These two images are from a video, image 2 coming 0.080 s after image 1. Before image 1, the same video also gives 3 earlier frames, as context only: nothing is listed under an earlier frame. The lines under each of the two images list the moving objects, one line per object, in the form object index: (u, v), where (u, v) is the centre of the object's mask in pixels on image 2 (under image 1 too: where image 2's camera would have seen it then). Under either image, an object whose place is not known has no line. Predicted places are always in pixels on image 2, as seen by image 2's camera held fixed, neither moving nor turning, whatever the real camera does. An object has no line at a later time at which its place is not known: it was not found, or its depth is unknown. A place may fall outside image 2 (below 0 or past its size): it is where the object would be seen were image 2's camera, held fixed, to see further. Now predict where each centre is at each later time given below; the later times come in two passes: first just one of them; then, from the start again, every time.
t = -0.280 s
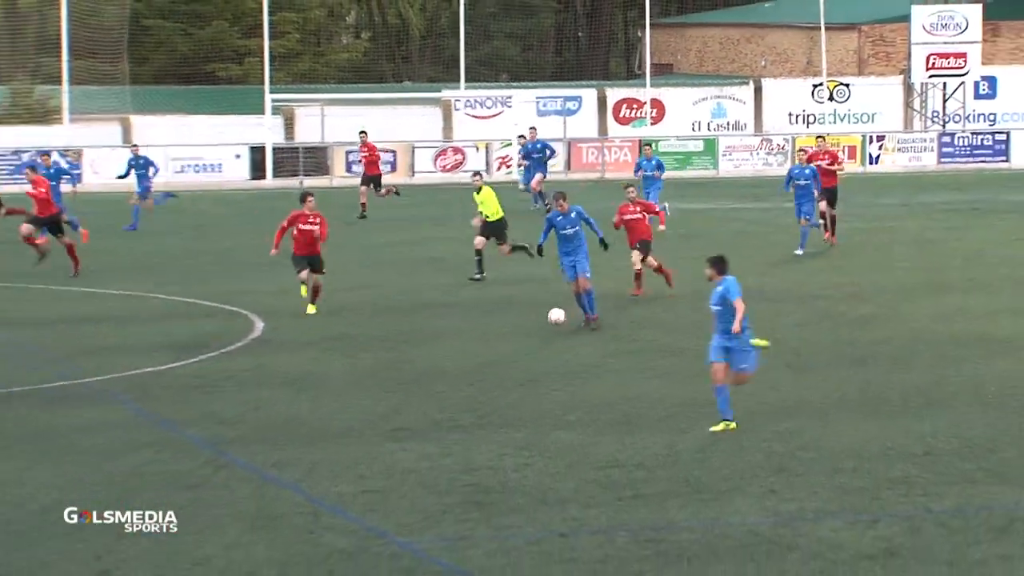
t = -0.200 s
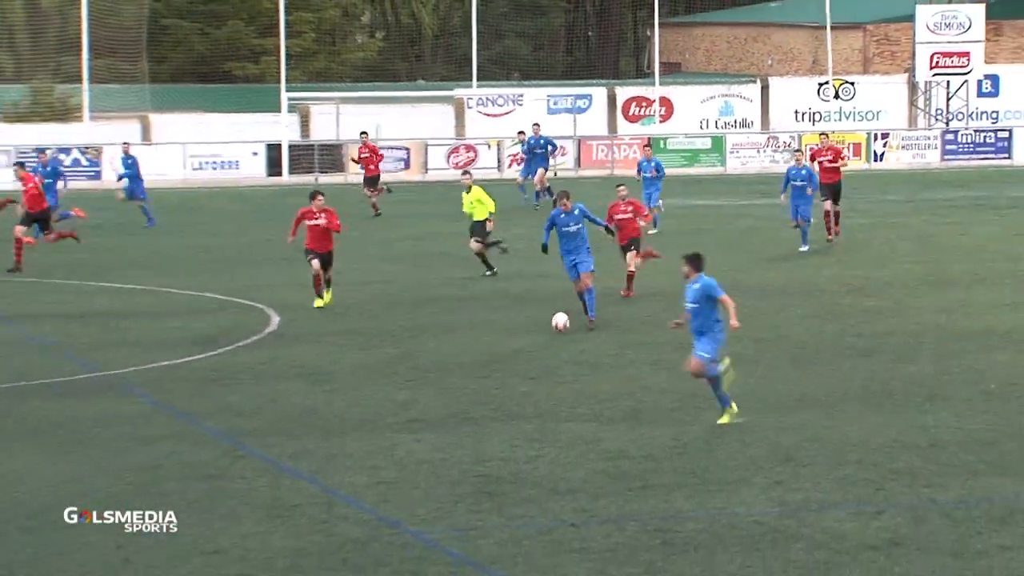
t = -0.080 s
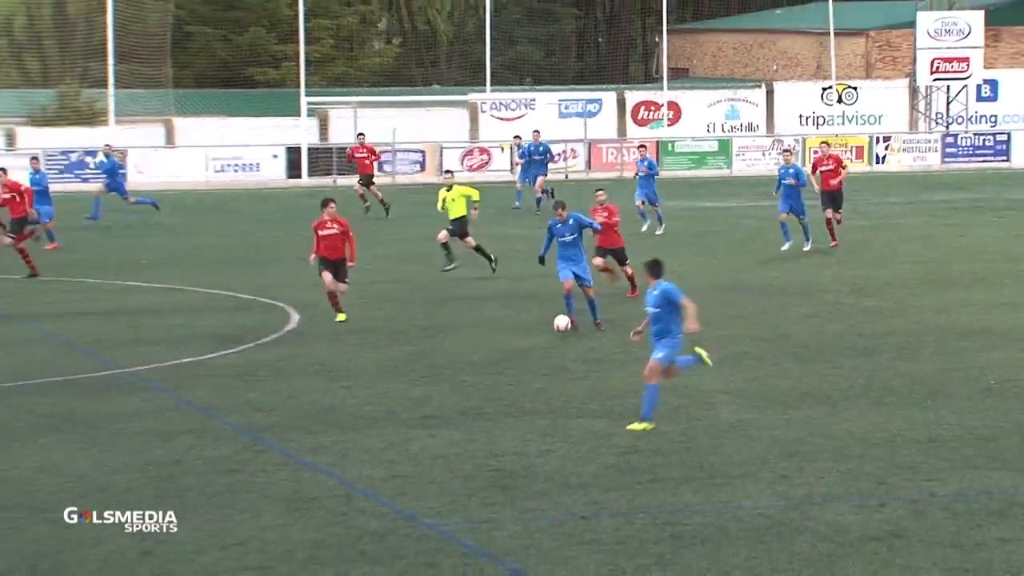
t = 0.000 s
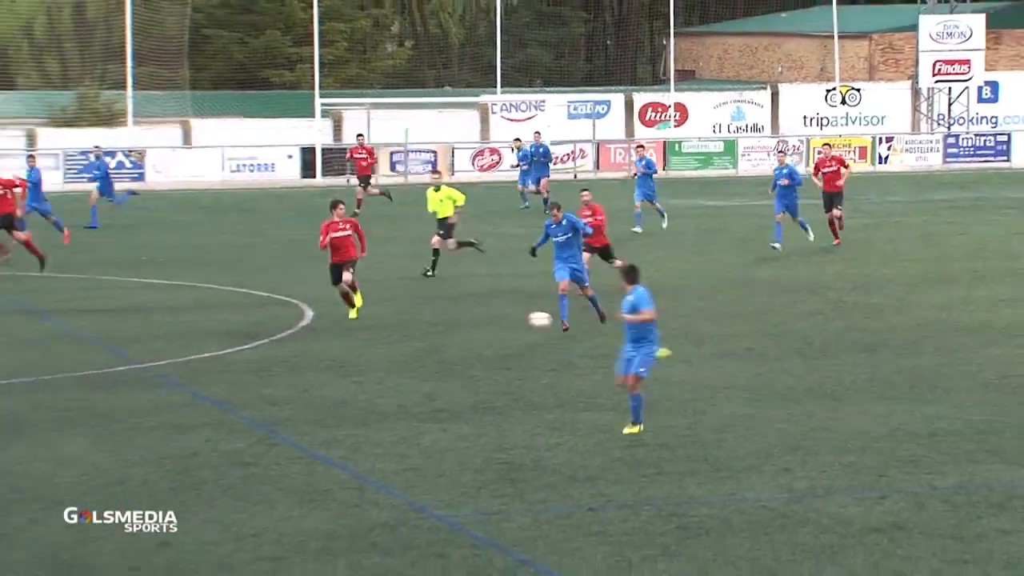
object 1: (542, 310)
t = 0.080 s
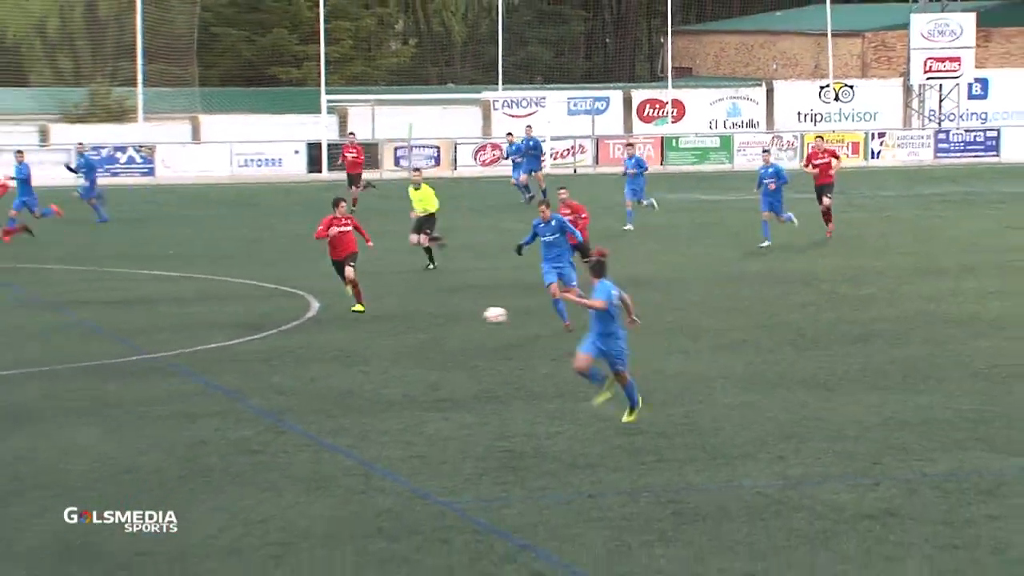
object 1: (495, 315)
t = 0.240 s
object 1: (397, 342)
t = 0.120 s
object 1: (472, 319)
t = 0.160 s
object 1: (448, 325)
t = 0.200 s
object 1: (423, 333)
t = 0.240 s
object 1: (397, 342)
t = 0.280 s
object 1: (371, 352)
